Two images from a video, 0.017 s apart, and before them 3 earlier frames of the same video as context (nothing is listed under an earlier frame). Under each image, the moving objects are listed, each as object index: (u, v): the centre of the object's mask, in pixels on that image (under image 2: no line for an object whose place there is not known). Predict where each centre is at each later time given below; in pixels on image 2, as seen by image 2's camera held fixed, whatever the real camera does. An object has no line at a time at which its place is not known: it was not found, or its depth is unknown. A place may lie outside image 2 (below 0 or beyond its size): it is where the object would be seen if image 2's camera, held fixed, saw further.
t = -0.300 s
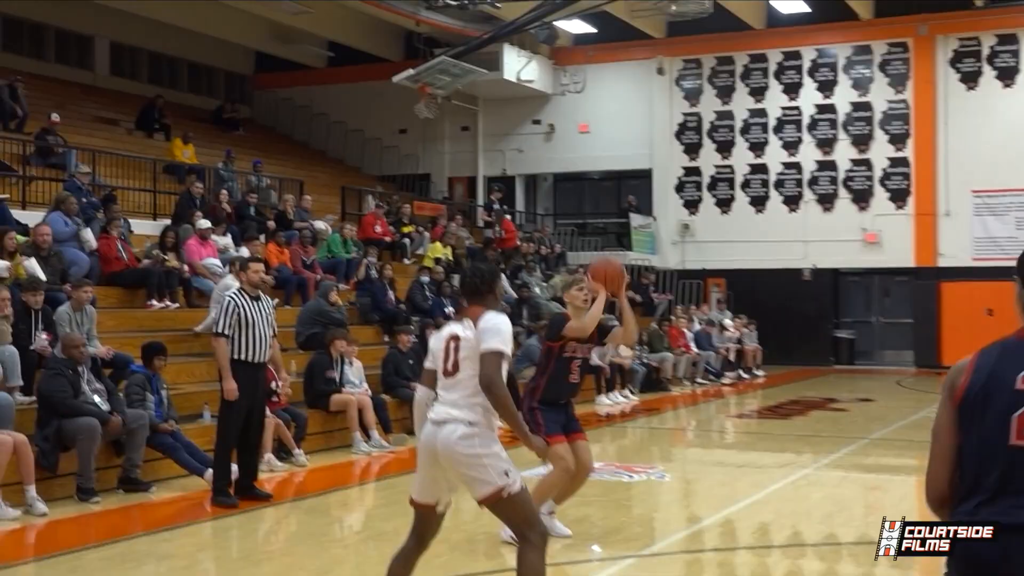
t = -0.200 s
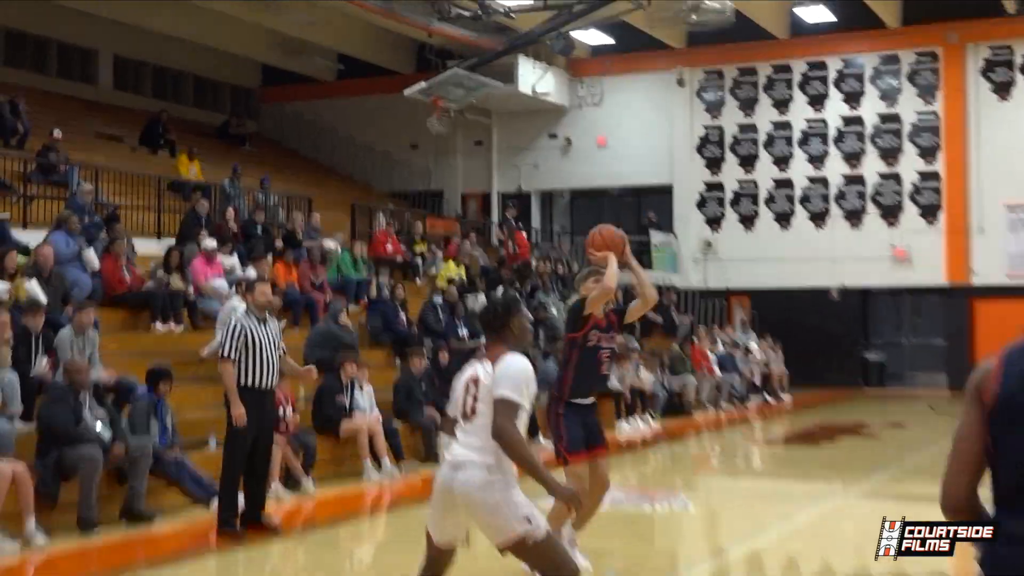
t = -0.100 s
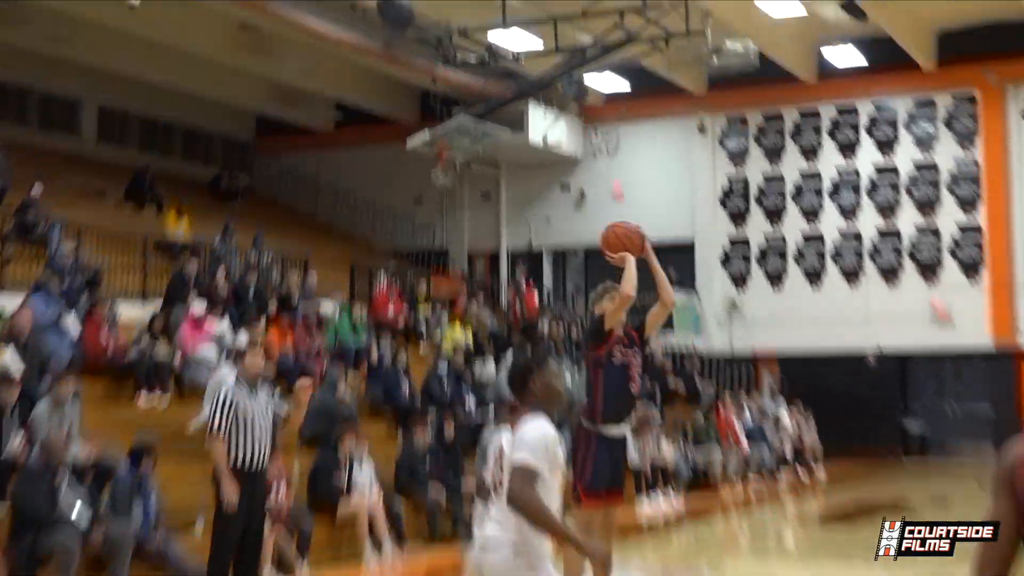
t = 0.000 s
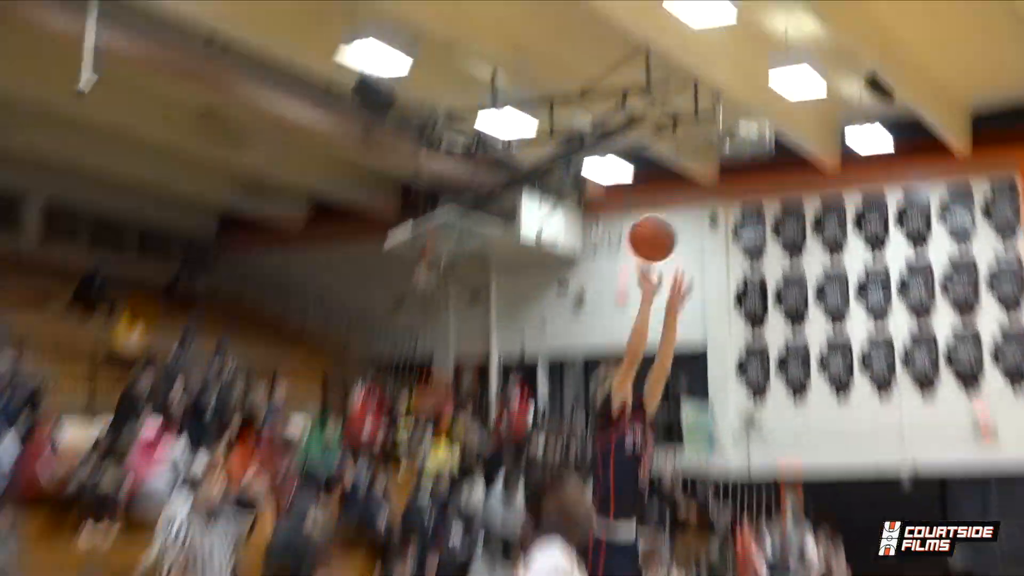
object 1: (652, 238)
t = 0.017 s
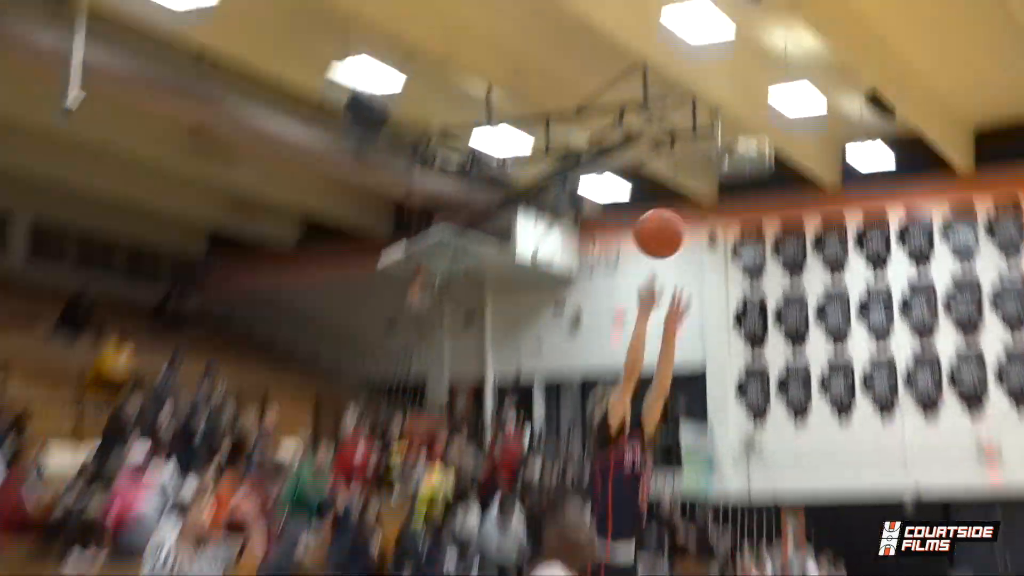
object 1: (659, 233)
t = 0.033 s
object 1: (666, 212)
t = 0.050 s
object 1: (678, 189)
